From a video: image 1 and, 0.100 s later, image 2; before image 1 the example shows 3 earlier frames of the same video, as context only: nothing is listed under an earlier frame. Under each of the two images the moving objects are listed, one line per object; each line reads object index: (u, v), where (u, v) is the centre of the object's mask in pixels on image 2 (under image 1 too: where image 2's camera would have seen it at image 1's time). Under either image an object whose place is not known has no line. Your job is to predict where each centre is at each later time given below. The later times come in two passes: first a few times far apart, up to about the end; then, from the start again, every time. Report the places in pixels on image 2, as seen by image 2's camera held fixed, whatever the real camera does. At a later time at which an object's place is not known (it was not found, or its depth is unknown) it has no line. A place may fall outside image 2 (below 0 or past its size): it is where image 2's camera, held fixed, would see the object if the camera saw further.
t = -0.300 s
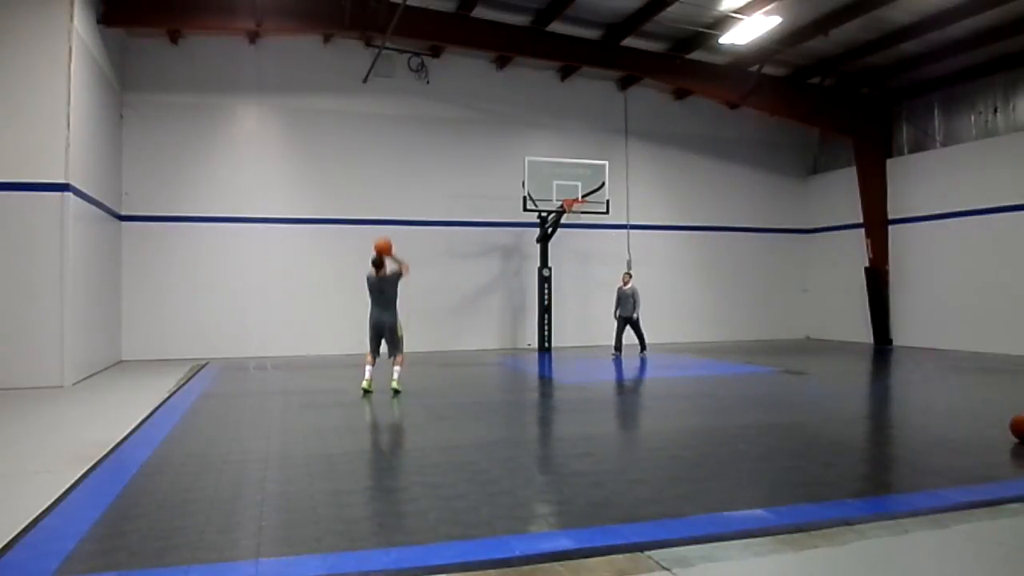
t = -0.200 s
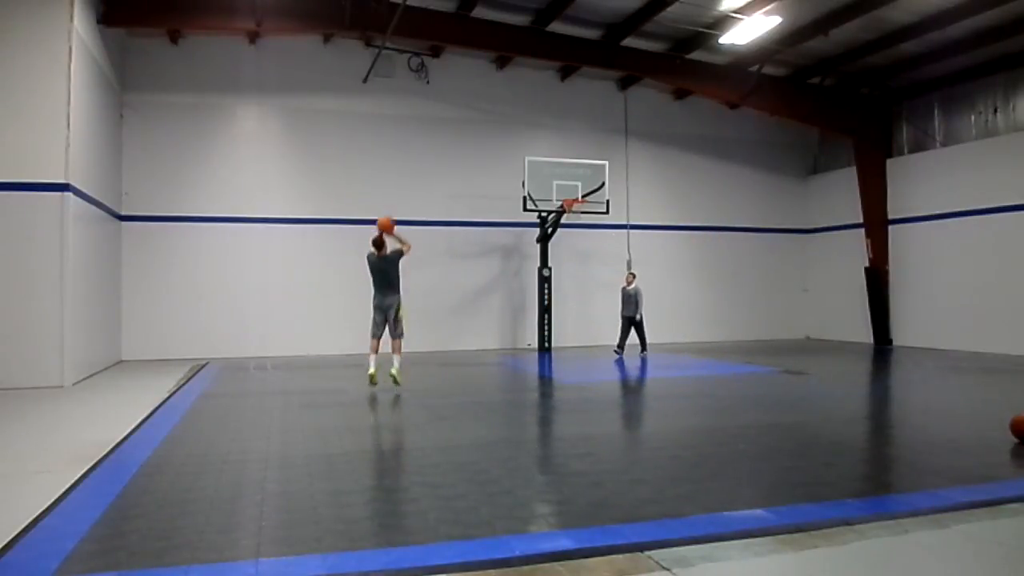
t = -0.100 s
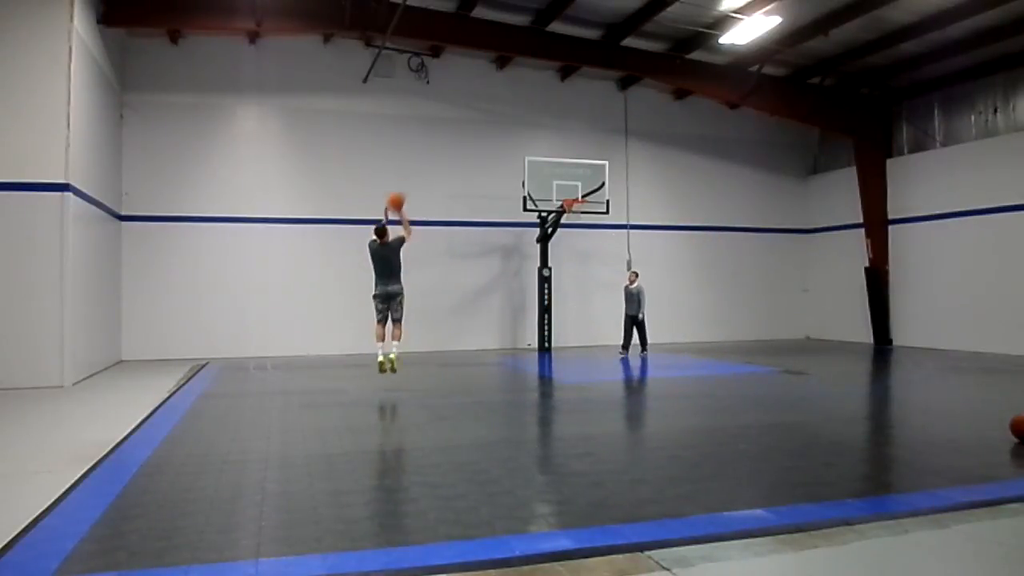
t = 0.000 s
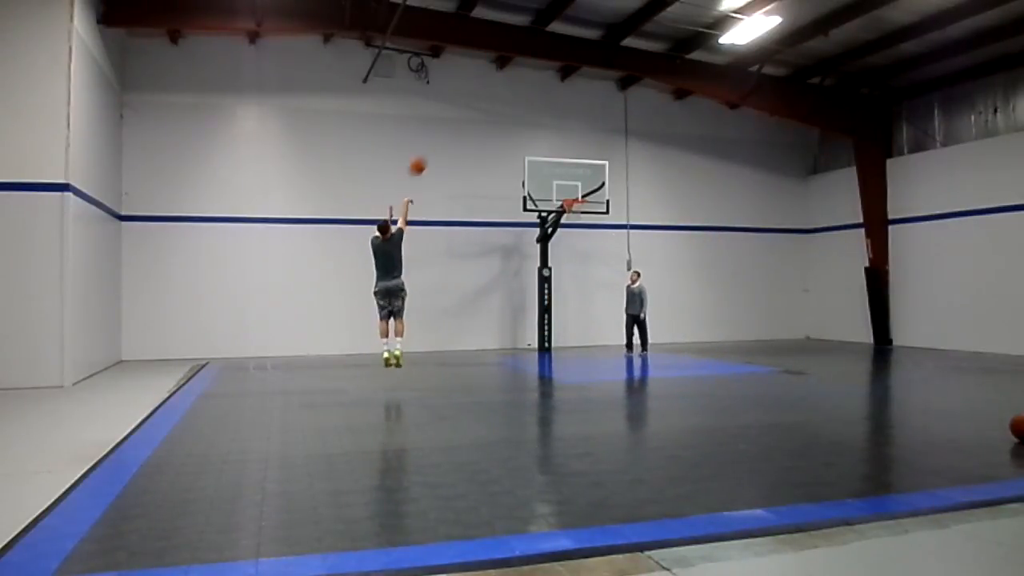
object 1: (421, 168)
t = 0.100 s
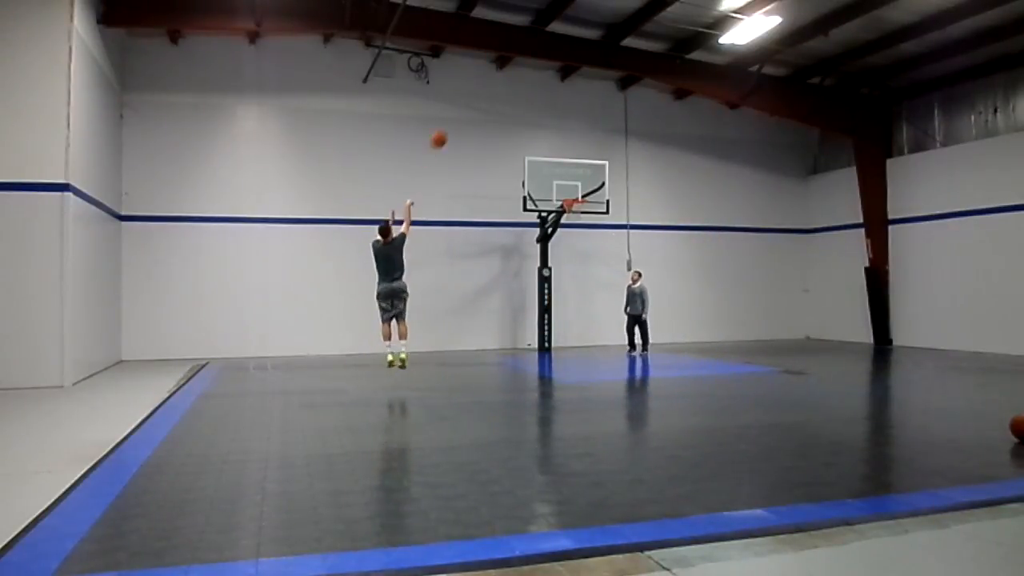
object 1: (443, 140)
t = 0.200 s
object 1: (462, 122)
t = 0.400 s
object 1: (496, 108)
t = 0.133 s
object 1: (449, 132)
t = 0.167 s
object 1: (456, 127)
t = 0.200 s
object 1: (462, 122)
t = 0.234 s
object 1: (468, 118)
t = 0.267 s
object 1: (474, 114)
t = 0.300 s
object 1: (480, 112)
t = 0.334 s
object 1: (486, 110)
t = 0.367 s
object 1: (491, 108)
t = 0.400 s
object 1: (496, 108)
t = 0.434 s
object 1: (500, 107)
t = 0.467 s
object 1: (505, 108)
